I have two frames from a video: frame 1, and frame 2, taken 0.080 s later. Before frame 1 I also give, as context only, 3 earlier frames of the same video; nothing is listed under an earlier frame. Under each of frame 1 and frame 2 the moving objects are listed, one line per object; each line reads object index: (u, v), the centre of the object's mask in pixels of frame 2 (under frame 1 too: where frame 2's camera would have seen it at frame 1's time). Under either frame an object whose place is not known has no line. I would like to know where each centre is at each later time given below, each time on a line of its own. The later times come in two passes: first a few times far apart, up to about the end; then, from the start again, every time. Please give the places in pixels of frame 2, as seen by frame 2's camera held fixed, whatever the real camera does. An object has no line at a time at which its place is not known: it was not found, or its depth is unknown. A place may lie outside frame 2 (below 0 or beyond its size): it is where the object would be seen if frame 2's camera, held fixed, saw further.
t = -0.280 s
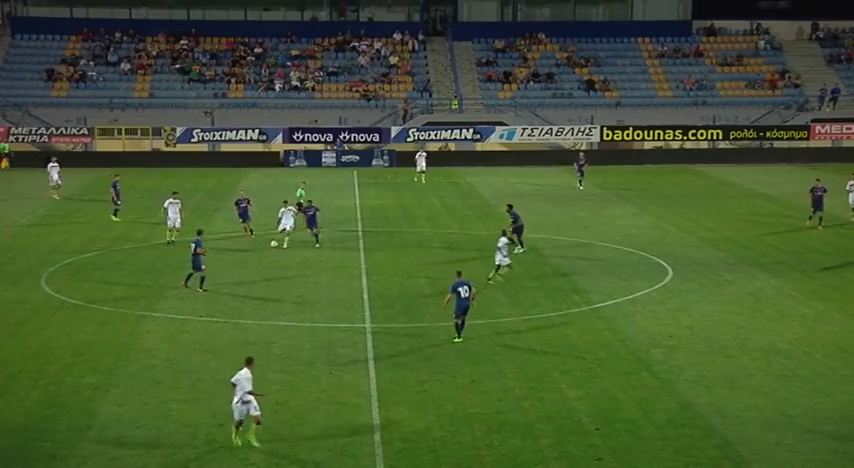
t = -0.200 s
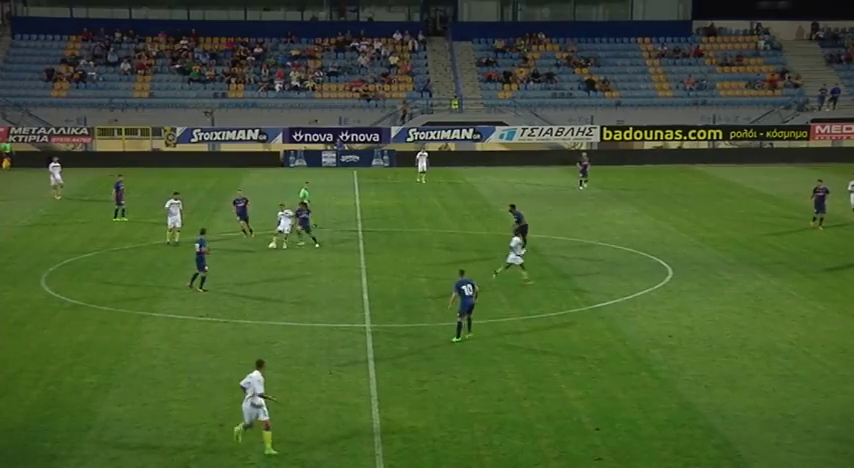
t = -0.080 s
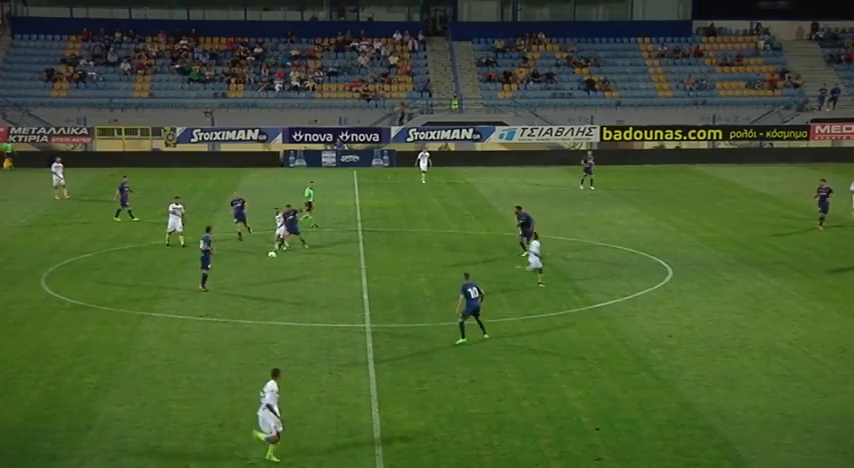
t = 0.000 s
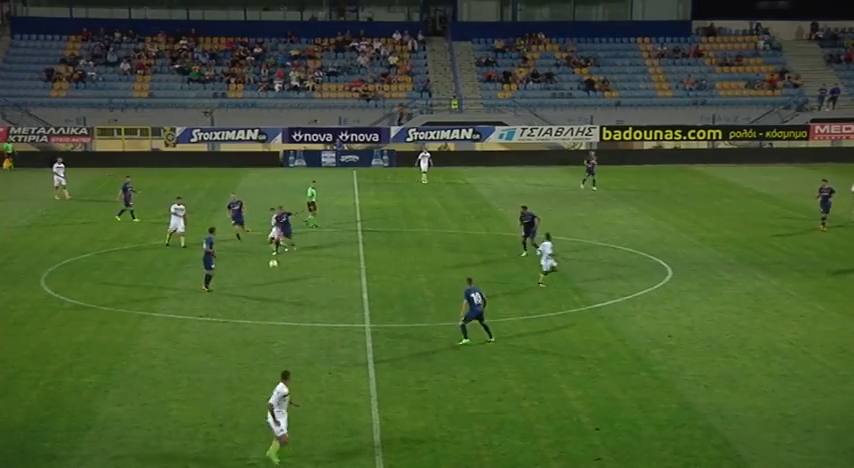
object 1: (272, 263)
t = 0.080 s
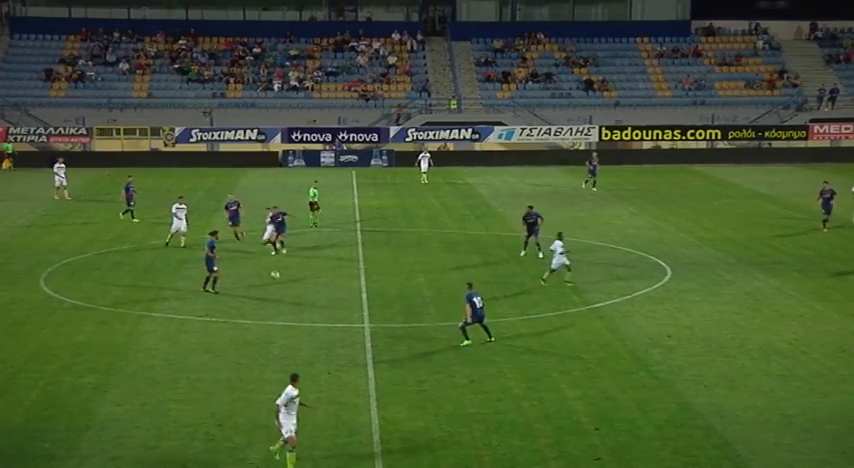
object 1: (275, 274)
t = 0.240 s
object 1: (285, 299)
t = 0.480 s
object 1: (312, 337)
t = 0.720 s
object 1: (350, 378)
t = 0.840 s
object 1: (373, 401)
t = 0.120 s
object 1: (277, 282)
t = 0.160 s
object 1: (279, 289)
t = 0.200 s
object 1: (282, 294)
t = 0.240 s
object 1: (285, 299)
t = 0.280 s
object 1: (289, 304)
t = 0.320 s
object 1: (293, 311)
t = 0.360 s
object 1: (298, 318)
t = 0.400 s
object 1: (302, 325)
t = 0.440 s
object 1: (307, 331)
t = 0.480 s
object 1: (312, 337)
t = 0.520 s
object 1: (318, 344)
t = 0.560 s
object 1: (324, 352)
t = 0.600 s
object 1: (330, 358)
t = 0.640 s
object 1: (336, 364)
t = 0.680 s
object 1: (343, 371)
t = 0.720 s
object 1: (350, 378)
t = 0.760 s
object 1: (357, 387)
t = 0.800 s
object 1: (366, 394)
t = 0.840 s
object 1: (373, 401)
